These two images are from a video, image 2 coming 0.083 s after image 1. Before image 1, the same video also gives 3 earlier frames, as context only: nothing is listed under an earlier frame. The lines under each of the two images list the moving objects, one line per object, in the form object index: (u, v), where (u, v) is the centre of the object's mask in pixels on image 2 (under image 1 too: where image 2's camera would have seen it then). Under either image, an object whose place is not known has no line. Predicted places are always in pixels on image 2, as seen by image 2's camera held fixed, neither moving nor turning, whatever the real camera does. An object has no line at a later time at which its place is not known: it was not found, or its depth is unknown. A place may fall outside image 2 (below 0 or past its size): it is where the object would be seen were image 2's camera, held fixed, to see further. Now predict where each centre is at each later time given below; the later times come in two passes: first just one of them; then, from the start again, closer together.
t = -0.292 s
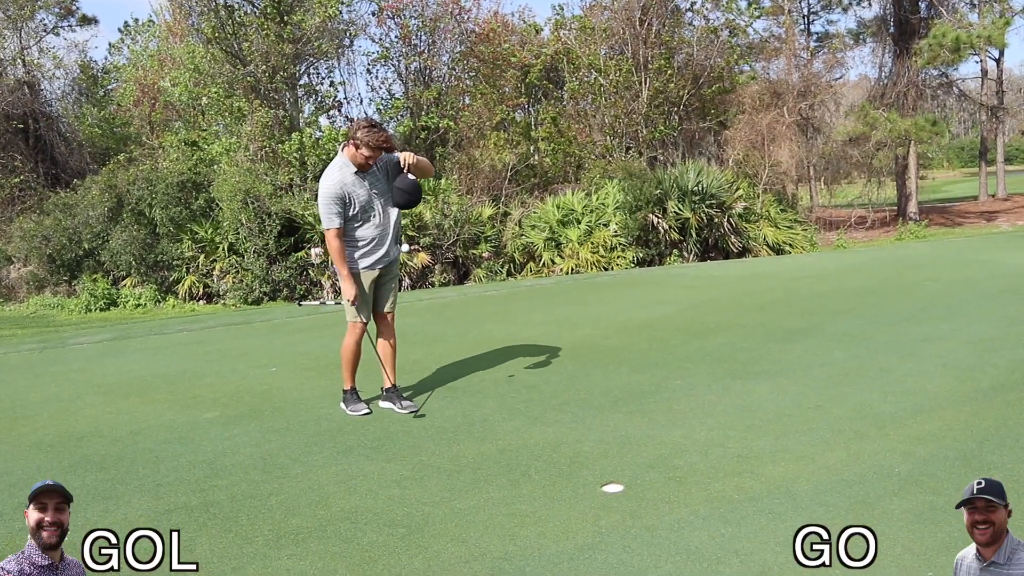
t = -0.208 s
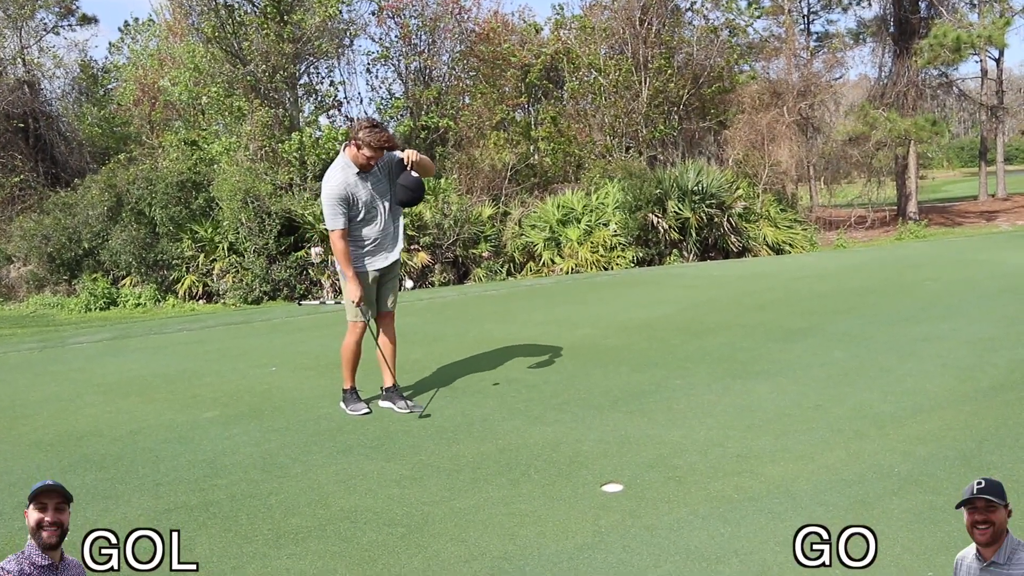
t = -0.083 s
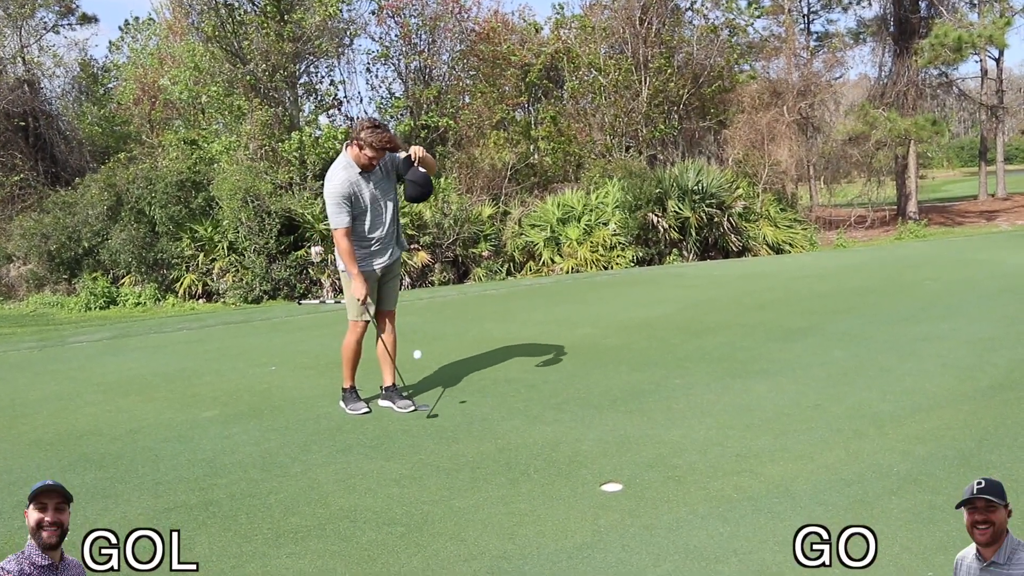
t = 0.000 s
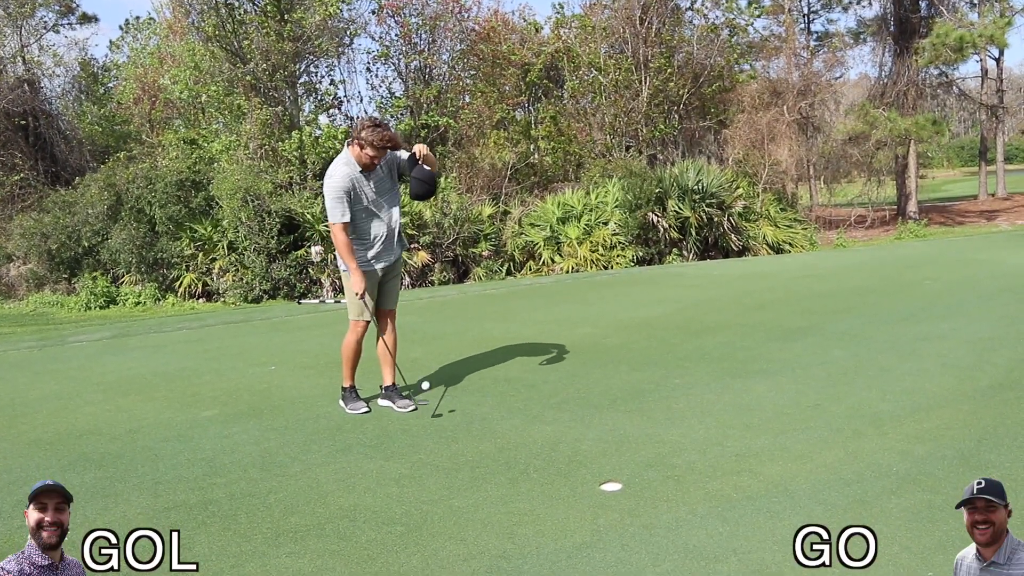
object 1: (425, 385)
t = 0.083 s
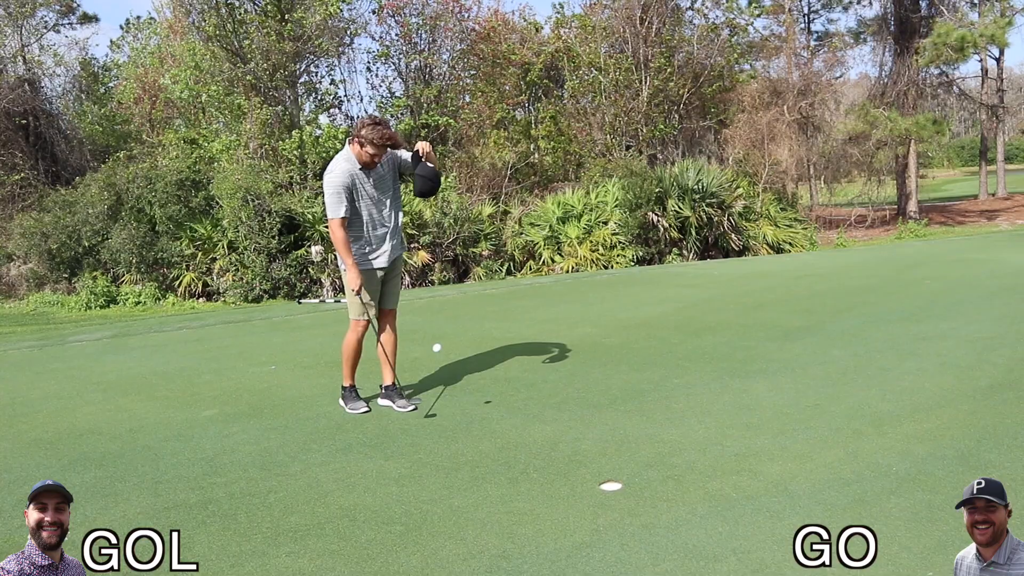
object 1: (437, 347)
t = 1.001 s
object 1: (649, 459)
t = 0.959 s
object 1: (642, 460)
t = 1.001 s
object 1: (649, 459)
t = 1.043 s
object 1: (661, 463)
